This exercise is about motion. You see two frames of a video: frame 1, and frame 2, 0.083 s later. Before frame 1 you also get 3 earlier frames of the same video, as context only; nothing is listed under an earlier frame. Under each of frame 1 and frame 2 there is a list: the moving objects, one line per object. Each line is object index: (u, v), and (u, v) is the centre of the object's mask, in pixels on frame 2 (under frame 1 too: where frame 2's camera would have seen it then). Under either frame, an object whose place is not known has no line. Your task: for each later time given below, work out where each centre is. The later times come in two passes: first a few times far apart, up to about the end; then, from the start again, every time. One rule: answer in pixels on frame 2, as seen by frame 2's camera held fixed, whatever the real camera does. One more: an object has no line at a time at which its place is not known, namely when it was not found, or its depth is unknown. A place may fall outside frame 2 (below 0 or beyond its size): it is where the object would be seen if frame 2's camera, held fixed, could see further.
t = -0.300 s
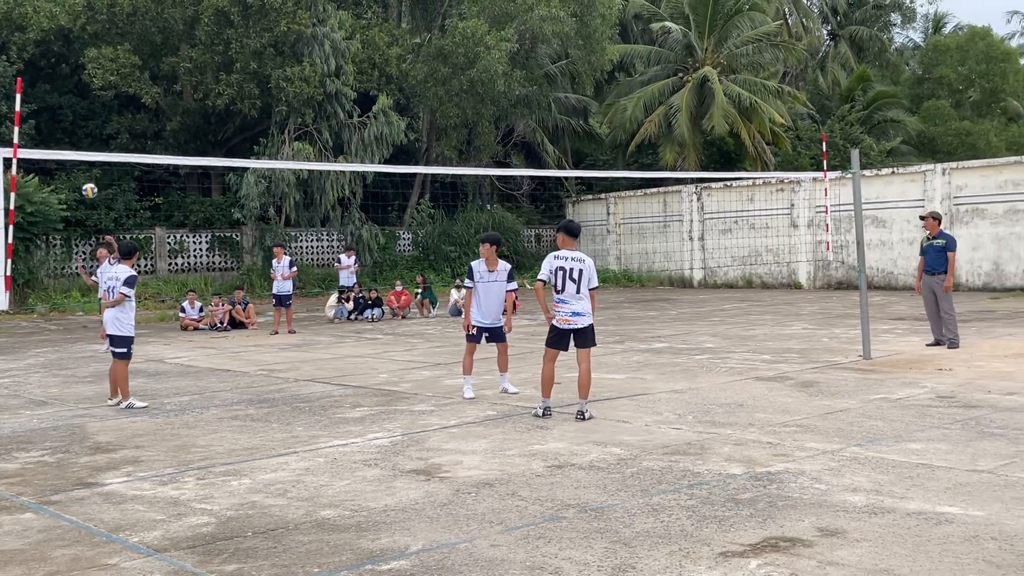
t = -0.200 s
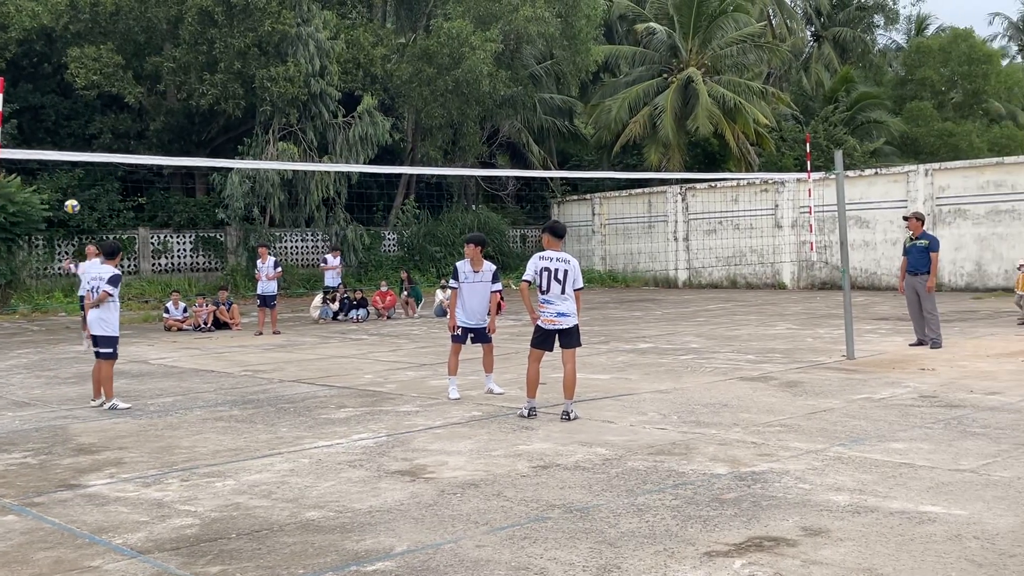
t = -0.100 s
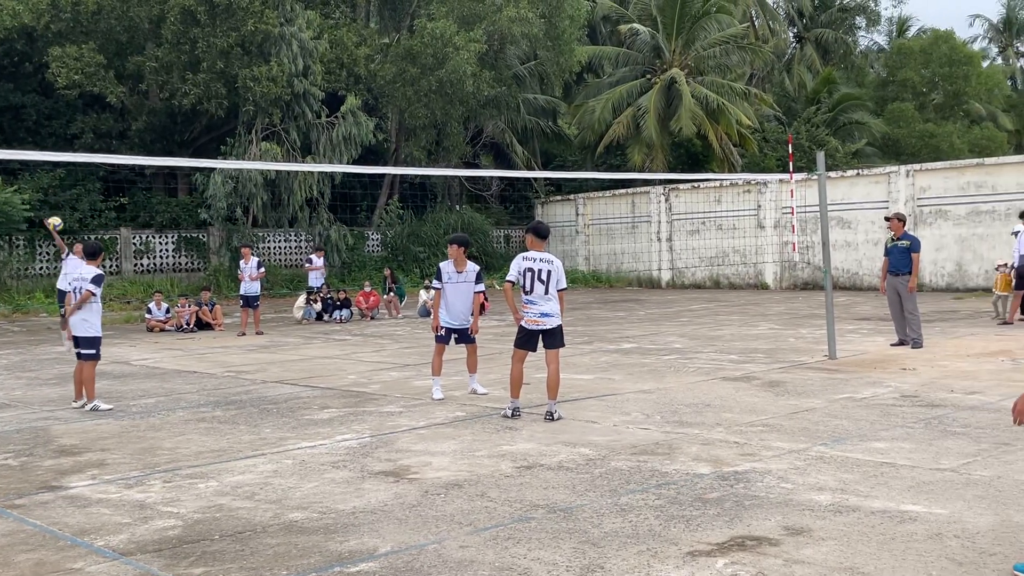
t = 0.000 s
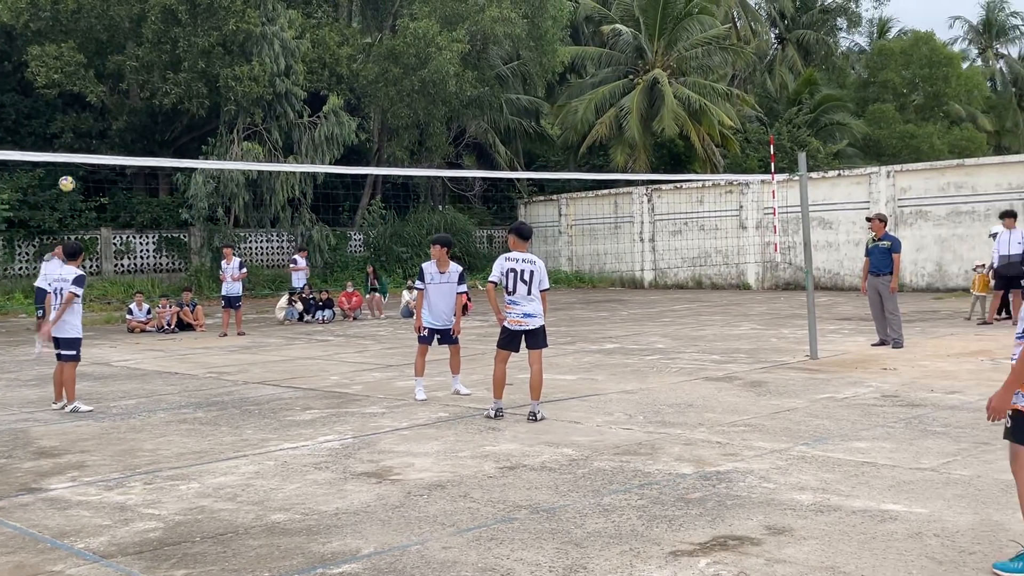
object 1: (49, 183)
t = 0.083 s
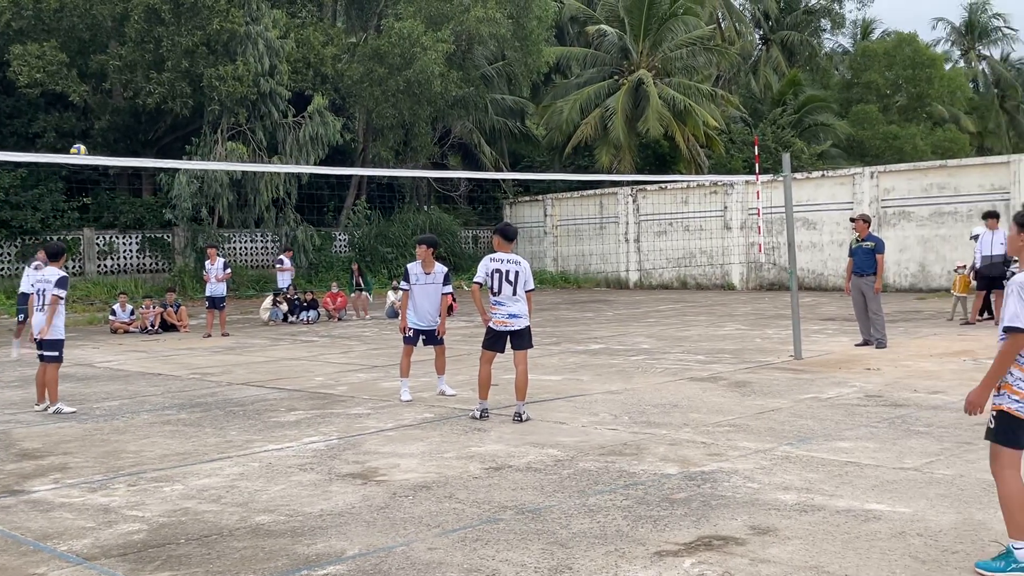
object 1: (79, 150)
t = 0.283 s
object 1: (154, 89)
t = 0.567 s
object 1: (291, 39)
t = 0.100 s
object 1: (84, 146)
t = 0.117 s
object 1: (91, 141)
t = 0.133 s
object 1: (96, 135)
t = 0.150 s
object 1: (102, 129)
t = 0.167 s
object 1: (109, 124)
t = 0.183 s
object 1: (115, 118)
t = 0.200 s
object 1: (121, 113)
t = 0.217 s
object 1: (128, 108)
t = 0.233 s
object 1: (134, 103)
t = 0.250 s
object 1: (140, 98)
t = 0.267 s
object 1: (147, 94)
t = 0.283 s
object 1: (154, 89)
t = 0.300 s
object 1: (161, 85)
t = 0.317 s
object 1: (168, 81)
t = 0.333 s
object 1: (175, 77)
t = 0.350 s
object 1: (183, 73)
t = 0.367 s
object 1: (190, 69)
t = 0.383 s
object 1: (198, 66)
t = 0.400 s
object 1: (206, 62)
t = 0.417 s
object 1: (214, 59)
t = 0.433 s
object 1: (222, 56)
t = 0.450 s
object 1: (230, 53)
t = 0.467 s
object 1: (239, 51)
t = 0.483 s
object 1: (247, 48)
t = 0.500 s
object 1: (255, 46)
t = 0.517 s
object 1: (264, 43)
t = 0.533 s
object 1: (273, 42)
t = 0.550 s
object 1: (282, 40)
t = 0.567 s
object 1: (291, 39)
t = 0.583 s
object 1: (301, 38)
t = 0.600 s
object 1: (310, 37)
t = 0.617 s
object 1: (320, 36)
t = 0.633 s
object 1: (330, 36)
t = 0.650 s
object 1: (340, 35)
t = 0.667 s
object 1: (351, 36)
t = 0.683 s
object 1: (361, 36)
